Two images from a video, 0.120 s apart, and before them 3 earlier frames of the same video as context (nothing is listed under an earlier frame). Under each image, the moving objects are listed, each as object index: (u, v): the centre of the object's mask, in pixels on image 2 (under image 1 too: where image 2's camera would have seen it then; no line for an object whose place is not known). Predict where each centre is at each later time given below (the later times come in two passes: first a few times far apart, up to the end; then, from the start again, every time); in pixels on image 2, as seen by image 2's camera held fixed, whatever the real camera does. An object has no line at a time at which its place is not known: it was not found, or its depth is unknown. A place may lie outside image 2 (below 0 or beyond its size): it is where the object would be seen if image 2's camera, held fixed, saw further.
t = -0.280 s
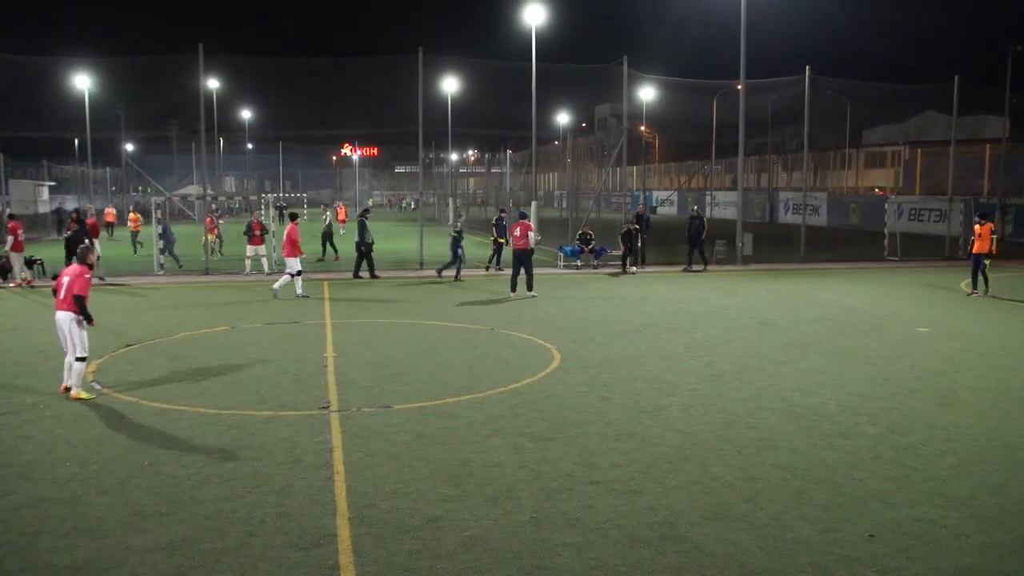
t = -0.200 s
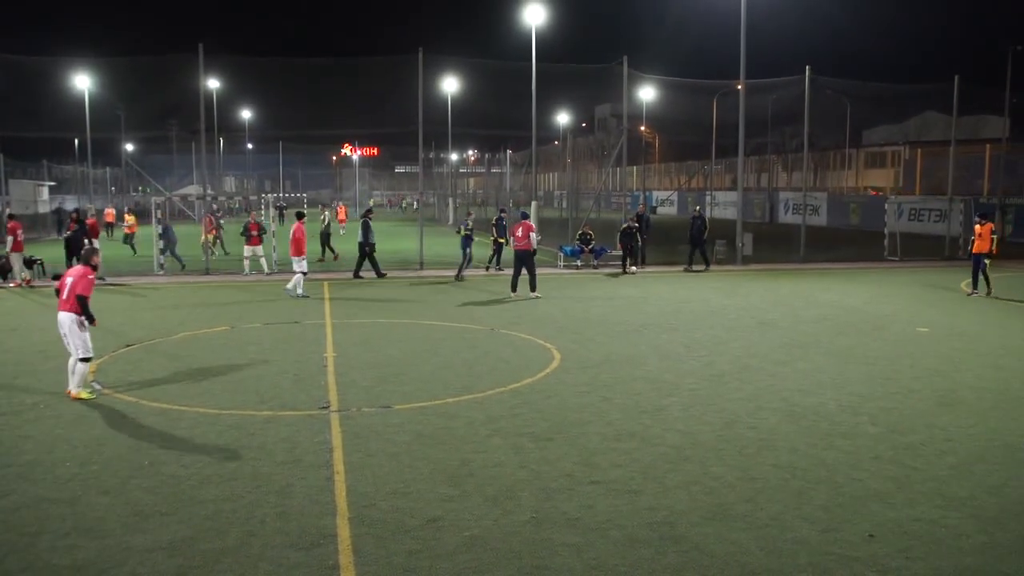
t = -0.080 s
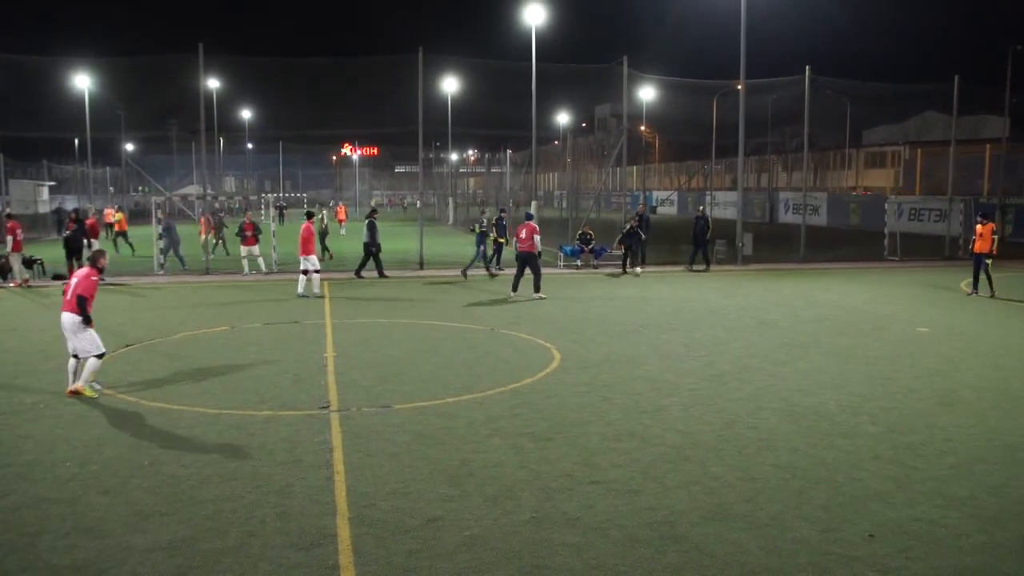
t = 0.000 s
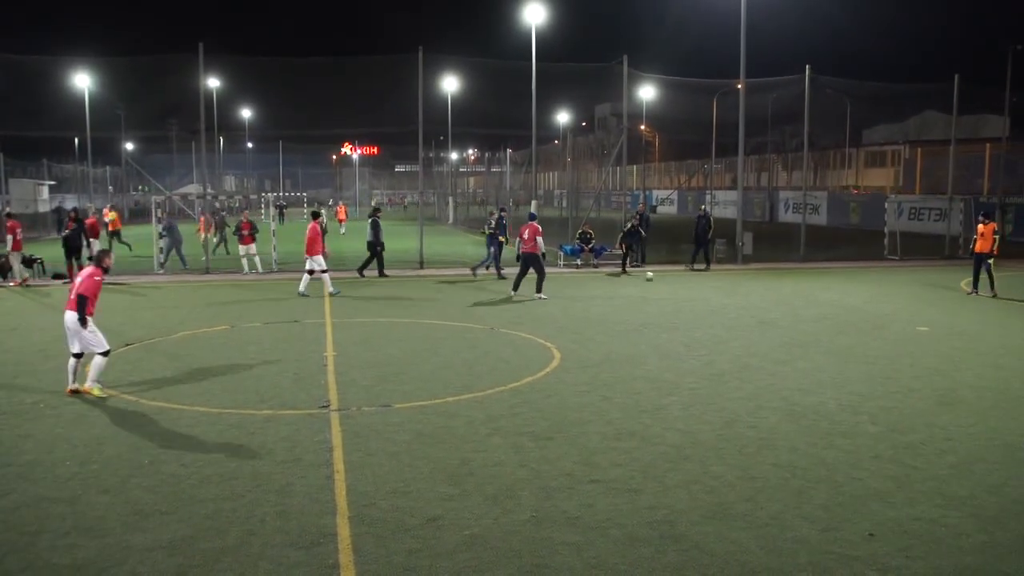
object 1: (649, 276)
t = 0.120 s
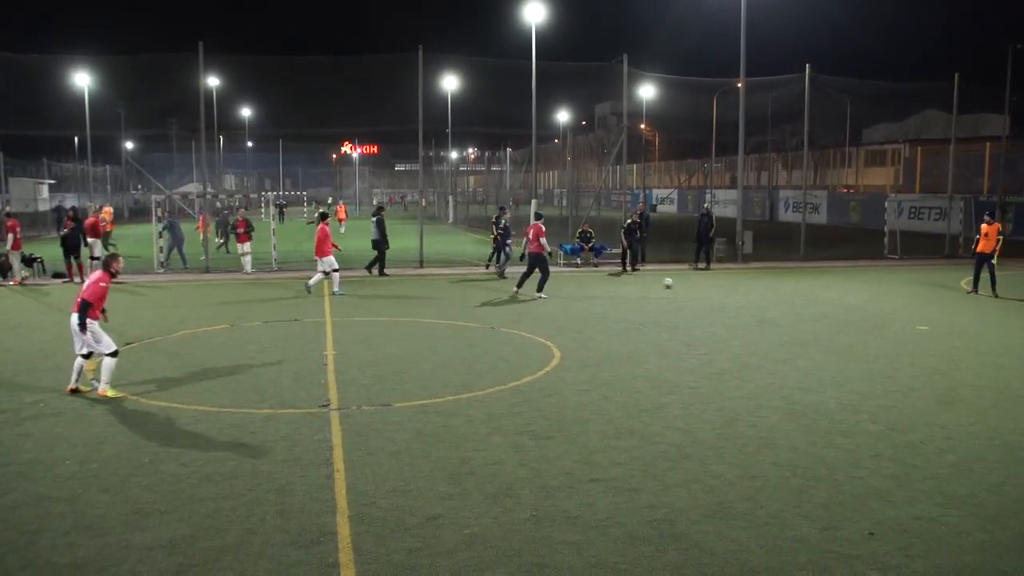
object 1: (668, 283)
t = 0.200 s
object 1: (681, 288)
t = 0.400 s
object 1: (718, 304)
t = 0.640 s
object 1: (763, 323)
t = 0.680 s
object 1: (771, 326)
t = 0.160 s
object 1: (674, 286)
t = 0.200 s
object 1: (681, 288)
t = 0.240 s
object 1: (688, 292)
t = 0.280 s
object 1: (696, 295)
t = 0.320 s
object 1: (703, 298)
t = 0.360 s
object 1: (711, 302)
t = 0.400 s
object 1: (718, 304)
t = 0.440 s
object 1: (725, 309)
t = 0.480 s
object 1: (733, 313)
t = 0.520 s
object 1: (740, 314)
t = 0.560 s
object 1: (747, 316)
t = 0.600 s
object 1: (754, 319)
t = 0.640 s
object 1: (763, 323)
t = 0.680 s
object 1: (771, 326)
